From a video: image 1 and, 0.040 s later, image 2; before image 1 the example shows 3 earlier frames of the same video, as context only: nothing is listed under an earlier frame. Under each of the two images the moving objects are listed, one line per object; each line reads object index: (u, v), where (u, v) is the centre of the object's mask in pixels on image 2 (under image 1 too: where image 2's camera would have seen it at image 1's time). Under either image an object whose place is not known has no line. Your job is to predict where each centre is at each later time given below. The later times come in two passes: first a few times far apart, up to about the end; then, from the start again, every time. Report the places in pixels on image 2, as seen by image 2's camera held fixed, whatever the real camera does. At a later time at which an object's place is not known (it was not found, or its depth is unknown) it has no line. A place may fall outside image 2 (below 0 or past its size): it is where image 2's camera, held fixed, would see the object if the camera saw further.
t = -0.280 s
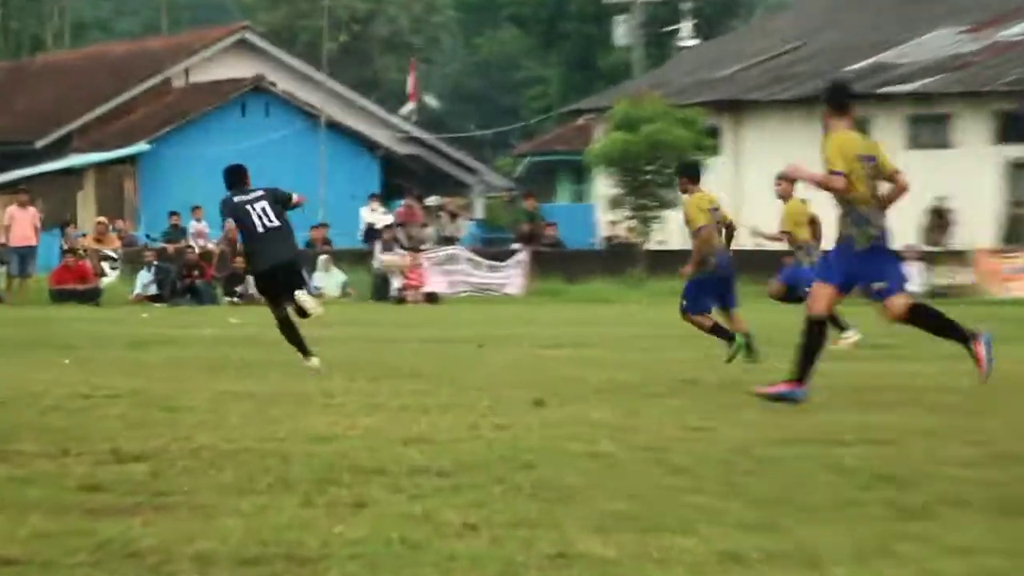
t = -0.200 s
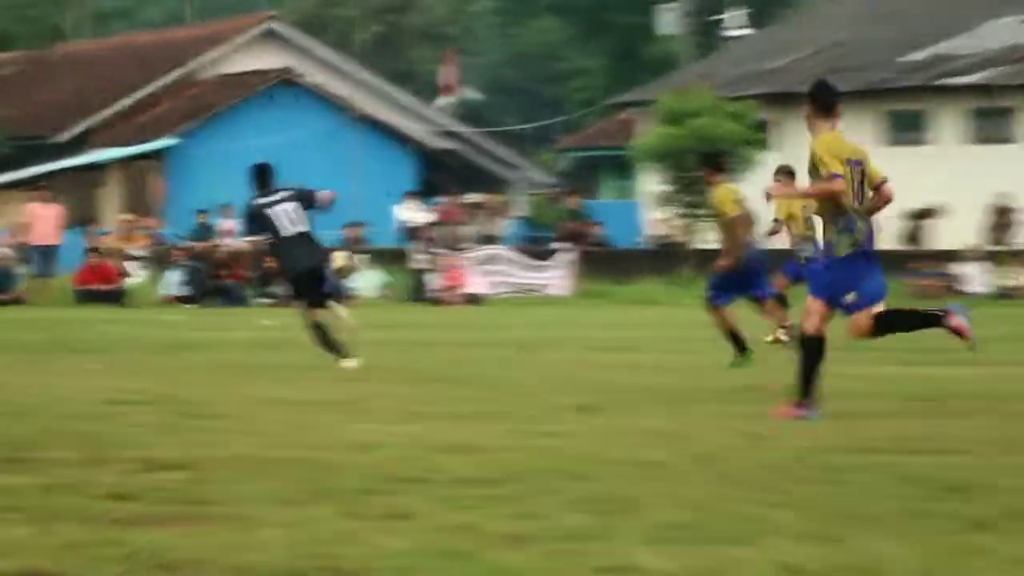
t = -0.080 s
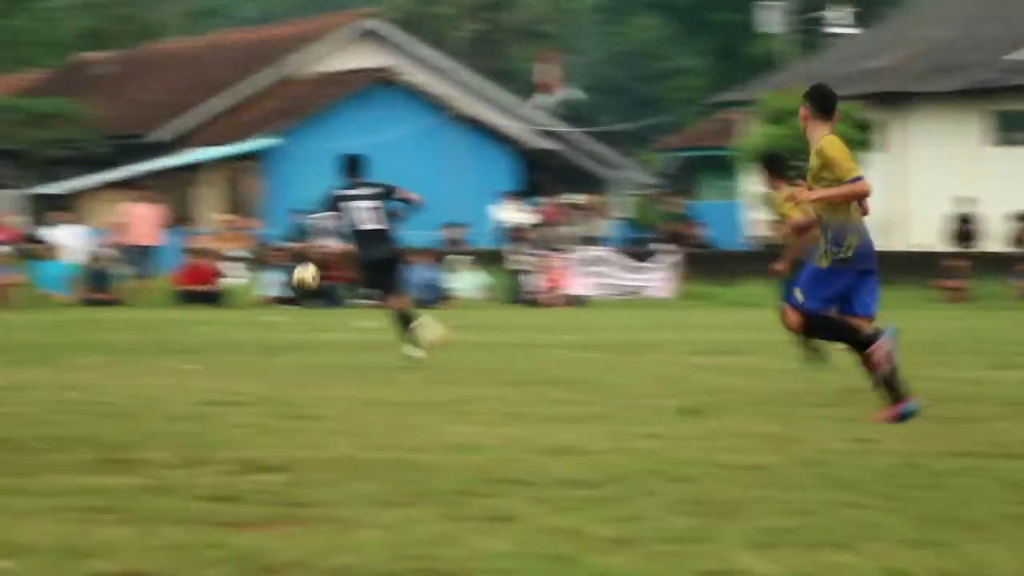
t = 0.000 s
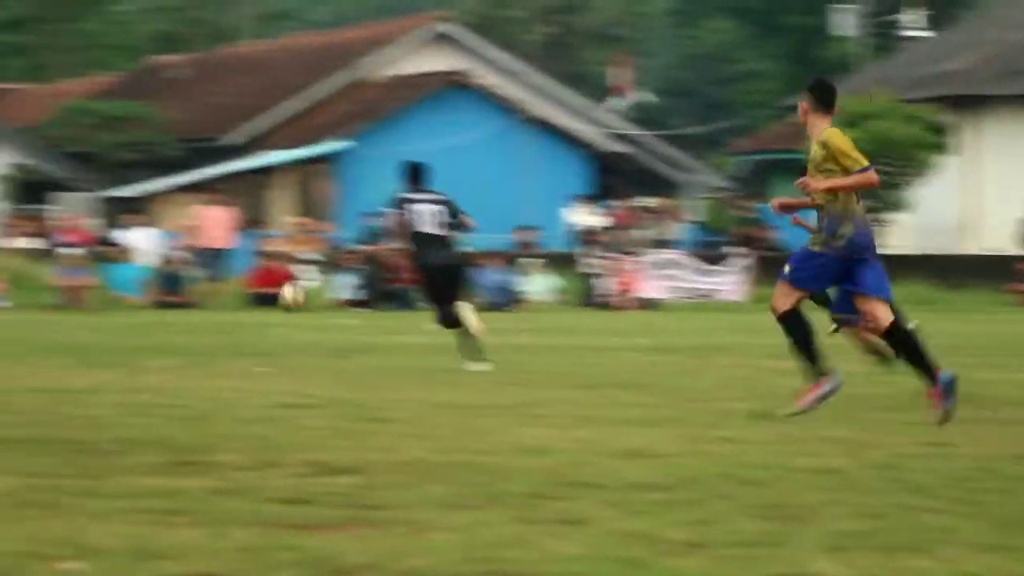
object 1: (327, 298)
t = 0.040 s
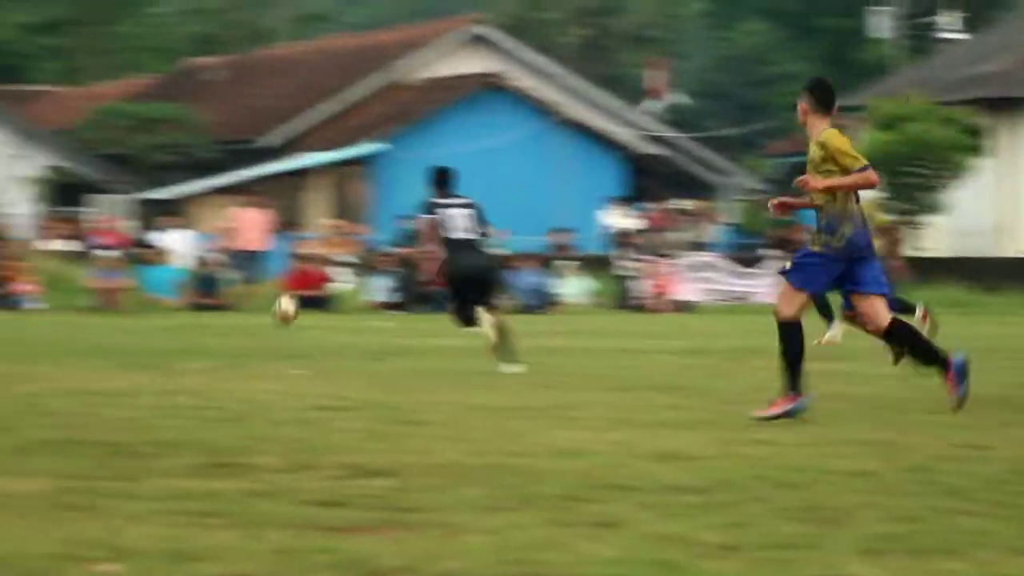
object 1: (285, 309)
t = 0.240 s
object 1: (119, 321)
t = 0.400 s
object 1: (20, 301)
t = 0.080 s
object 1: (246, 322)
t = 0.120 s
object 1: (205, 335)
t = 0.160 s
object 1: (170, 341)
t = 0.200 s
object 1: (144, 331)
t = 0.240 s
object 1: (119, 321)
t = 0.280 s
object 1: (99, 312)
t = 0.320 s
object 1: (73, 307)
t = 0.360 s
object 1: (47, 302)
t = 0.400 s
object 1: (20, 301)
